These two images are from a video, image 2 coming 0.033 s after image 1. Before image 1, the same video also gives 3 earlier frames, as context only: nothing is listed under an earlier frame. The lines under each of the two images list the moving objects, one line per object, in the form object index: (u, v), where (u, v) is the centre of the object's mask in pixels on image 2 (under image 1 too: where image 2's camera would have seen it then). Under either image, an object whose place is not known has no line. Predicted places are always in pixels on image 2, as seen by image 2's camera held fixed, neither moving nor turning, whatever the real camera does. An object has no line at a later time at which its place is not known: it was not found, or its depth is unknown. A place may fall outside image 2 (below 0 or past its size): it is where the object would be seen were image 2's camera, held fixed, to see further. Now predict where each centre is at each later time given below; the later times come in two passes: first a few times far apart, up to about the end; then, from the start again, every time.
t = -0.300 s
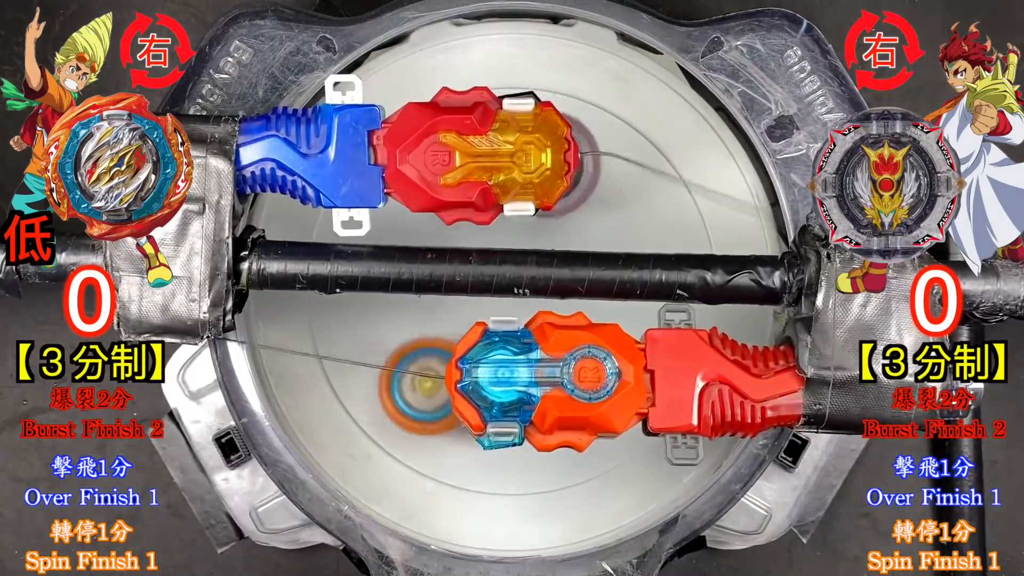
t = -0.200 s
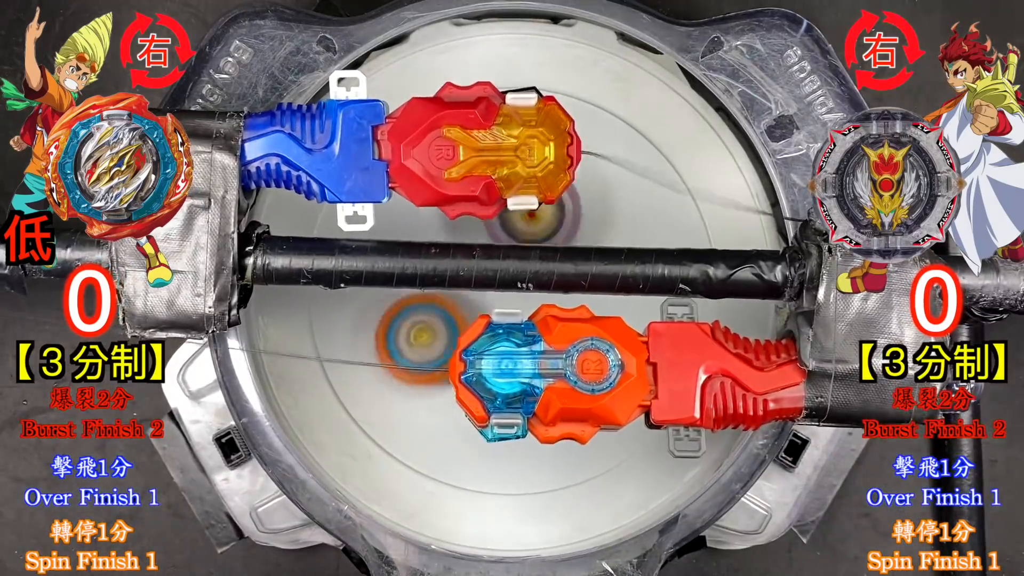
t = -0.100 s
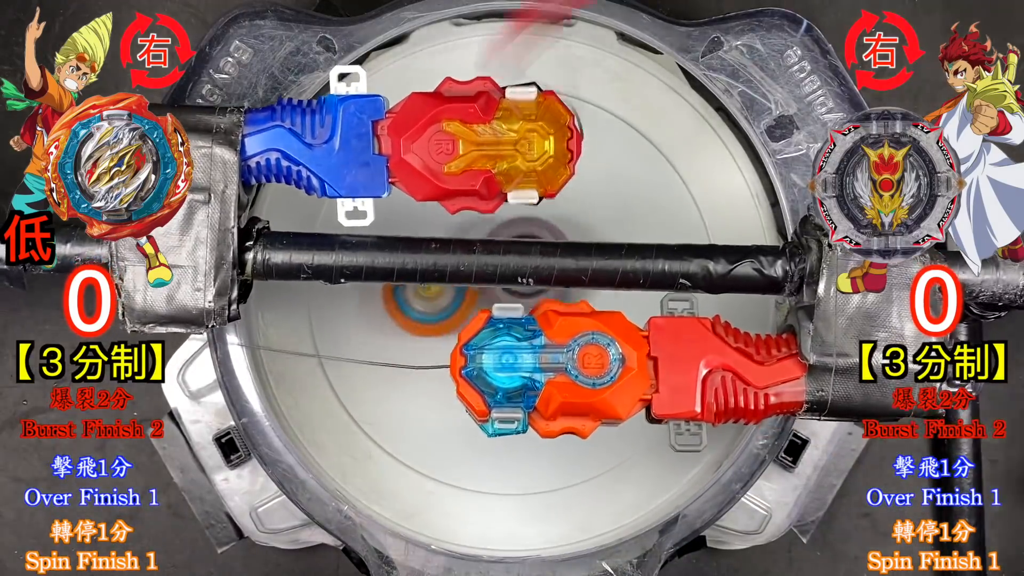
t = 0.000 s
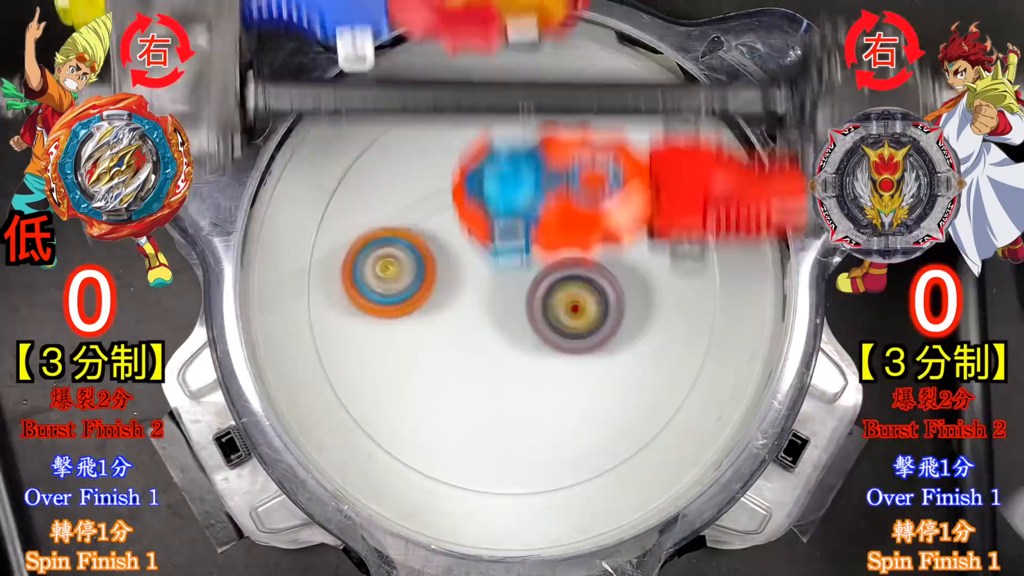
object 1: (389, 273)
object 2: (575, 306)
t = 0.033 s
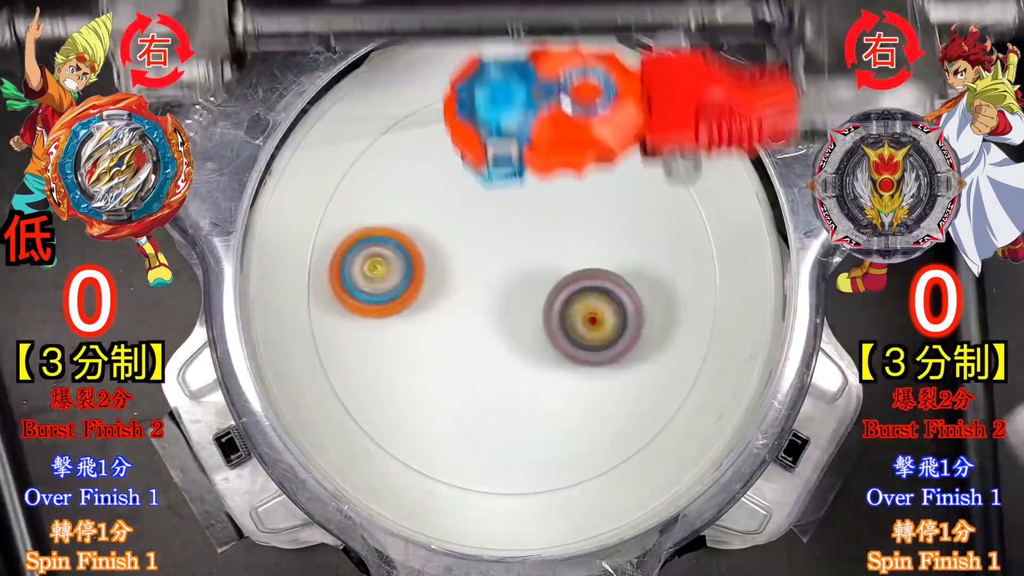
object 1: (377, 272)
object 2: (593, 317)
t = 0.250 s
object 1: (355, 344)
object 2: (664, 352)
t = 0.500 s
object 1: (491, 437)
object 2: (599, 281)
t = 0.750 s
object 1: (611, 265)
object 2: (497, 234)
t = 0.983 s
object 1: (449, 106)
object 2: (481, 317)
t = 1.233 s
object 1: (281, 257)
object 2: (585, 410)
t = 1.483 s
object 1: (570, 403)
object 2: (674, 333)
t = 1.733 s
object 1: (701, 262)
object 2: (581, 186)
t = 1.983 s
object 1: (435, 114)
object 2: (368, 299)
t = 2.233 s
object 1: (386, 475)
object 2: (488, 468)
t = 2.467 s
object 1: (604, 401)
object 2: (739, 292)
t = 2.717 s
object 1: (433, 103)
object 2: (605, 129)
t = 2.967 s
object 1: (434, 303)
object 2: (526, 272)
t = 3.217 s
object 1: (548, 408)
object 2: (664, 299)
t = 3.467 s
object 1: (597, 321)
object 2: (570, 216)
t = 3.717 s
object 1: (527, 263)
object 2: (427, 295)
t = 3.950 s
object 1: (471, 356)
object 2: (567, 394)
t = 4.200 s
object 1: (450, 283)
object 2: (479, 394)
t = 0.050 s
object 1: (371, 274)
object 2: (602, 324)
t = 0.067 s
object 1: (367, 275)
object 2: (609, 330)
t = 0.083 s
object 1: (363, 278)
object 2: (618, 334)
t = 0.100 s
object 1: (359, 281)
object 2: (626, 338)
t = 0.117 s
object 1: (356, 285)
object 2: (633, 343)
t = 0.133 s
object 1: (354, 290)
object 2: (640, 346)
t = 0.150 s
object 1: (352, 296)
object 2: (646, 348)
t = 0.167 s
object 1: (351, 302)
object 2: (651, 350)
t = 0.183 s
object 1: (350, 310)
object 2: (655, 352)
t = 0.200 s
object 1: (351, 317)
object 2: (659, 352)
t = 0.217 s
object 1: (351, 326)
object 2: (662, 352)
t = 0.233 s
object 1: (353, 335)
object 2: (664, 352)
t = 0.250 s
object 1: (355, 344)
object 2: (664, 352)
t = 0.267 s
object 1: (359, 352)
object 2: (665, 350)
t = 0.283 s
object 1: (363, 361)
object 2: (664, 348)
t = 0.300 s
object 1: (368, 370)
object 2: (662, 345)
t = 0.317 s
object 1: (375, 379)
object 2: (660, 342)
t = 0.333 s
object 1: (382, 387)
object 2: (657, 339)
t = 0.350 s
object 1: (389, 395)
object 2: (653, 335)
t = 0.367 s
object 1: (398, 403)
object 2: (649, 330)
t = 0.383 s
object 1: (407, 410)
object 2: (644, 325)
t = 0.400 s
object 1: (417, 417)
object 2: (639, 320)
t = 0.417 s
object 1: (428, 423)
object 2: (633, 314)
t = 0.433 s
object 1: (439, 429)
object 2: (627, 308)
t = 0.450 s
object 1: (451, 433)
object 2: (621, 302)
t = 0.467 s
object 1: (464, 436)
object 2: (614, 295)
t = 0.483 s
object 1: (478, 437)
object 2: (607, 288)
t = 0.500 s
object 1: (491, 437)
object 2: (599, 281)
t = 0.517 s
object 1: (505, 435)
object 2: (592, 275)
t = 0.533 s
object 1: (519, 432)
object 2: (584, 268)
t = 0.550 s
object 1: (532, 427)
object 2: (576, 262)
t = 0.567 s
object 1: (546, 420)
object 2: (569, 256)
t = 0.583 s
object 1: (558, 411)
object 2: (561, 251)
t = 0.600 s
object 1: (569, 400)
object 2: (553, 247)
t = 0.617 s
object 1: (579, 388)
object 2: (546, 243)
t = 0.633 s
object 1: (587, 375)
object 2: (539, 240)
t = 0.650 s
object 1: (594, 361)
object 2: (532, 237)
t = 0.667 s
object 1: (600, 347)
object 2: (526, 236)
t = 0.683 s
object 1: (605, 332)
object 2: (520, 234)
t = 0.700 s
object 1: (608, 316)
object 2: (514, 233)
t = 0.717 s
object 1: (611, 299)
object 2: (509, 233)
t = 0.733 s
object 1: (611, 282)
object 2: (503, 233)
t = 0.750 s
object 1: (611, 265)
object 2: (497, 234)
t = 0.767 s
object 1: (609, 247)
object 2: (492, 236)
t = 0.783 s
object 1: (604, 228)
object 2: (487, 239)
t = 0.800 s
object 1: (598, 210)
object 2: (483, 243)
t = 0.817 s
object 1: (590, 193)
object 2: (480, 247)
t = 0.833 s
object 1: (581, 177)
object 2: (477, 253)
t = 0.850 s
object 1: (571, 160)
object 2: (476, 258)
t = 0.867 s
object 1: (559, 145)
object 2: (475, 264)
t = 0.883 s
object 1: (547, 131)
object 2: (474, 271)
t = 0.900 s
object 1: (533, 118)
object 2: (474, 277)
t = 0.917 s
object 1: (518, 113)
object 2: (475, 284)
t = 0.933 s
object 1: (500, 109)
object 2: (475, 292)
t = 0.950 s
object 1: (483, 107)
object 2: (476, 299)
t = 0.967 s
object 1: (466, 106)
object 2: (478, 308)
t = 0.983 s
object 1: (449, 106)
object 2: (481, 317)
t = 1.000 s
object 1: (432, 107)
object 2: (485, 326)
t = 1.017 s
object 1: (417, 110)
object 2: (491, 334)
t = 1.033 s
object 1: (402, 113)
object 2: (496, 341)
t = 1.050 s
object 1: (385, 118)
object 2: (501, 349)
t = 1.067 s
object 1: (369, 126)
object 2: (506, 356)
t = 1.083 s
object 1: (353, 134)
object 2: (513, 363)
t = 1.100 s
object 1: (338, 143)
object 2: (520, 370)
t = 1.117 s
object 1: (324, 156)
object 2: (527, 379)
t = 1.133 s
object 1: (313, 168)
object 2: (535, 386)
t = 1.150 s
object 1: (301, 181)
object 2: (543, 392)
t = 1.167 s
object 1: (289, 197)
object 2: (552, 396)
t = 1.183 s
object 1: (281, 214)
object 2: (560, 400)
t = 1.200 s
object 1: (275, 232)
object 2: (568, 404)
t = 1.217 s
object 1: (273, 248)
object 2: (576, 407)
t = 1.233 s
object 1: (281, 257)
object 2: (585, 410)
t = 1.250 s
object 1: (292, 267)
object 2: (594, 412)
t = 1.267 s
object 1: (311, 279)
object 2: (603, 412)
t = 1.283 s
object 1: (330, 291)
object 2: (612, 410)
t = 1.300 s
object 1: (351, 303)
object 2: (619, 408)
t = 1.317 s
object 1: (372, 314)
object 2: (626, 406)
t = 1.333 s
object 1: (391, 327)
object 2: (633, 403)
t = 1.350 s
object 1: (412, 340)
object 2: (641, 399)
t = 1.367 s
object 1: (433, 352)
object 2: (648, 393)
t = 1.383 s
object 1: (455, 362)
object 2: (654, 386)
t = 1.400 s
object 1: (475, 372)
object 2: (658, 379)
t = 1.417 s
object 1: (494, 382)
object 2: (663, 372)
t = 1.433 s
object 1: (514, 390)
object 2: (667, 364)
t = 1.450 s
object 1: (535, 396)
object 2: (671, 354)
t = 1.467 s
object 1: (553, 399)
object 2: (673, 344)
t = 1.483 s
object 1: (570, 403)
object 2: (674, 333)
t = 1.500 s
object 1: (588, 404)
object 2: (675, 323)
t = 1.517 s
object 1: (606, 403)
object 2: (676, 312)
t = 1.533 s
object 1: (622, 400)
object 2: (677, 300)
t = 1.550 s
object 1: (635, 396)
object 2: (676, 287)
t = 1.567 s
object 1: (649, 391)
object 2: (673, 274)
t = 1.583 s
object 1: (662, 384)
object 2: (669, 263)
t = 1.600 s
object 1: (672, 374)
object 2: (665, 251)
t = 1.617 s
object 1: (681, 365)
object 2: (660, 239)
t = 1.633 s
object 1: (689, 355)
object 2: (652, 227)
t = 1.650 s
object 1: (696, 341)
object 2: (643, 217)
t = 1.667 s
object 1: (700, 327)
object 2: (633, 209)
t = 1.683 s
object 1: (703, 312)
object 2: (622, 201)
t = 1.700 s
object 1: (705, 297)
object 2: (610, 194)
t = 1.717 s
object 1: (704, 279)
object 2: (595, 189)
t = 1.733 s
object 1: (701, 262)
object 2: (581, 186)
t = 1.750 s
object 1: (696, 245)
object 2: (567, 185)
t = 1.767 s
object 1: (690, 226)
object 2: (552, 184)
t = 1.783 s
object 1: (680, 208)
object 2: (536, 184)
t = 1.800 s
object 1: (669, 190)
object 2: (518, 187)
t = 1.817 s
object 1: (657, 173)
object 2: (503, 192)
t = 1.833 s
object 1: (642, 154)
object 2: (487, 197)
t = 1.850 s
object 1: (625, 139)
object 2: (472, 202)
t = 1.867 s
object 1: (607, 124)
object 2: (455, 210)
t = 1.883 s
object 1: (587, 109)
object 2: (440, 220)
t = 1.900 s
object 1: (563, 100)
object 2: (426, 230)
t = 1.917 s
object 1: (538, 94)
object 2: (414, 241)
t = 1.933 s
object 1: (513, 93)
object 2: (400, 254)
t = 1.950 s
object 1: (485, 95)
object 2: (387, 269)
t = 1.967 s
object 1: (459, 103)
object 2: (377, 284)
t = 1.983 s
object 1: (435, 114)
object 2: (368, 299)
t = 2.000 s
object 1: (407, 125)
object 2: (359, 314)
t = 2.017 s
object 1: (383, 141)
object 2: (351, 332)
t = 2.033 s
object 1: (361, 160)
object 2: (346, 349)
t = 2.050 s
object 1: (340, 180)
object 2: (342, 366)
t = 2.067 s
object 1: (321, 205)
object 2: (339, 382)
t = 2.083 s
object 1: (304, 231)
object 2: (341, 397)
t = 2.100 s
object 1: (288, 256)
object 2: (353, 407)
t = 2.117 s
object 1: (280, 285)
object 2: (365, 417)
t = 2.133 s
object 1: (283, 315)
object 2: (376, 425)
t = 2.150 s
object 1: (293, 344)
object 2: (390, 435)
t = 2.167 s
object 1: (307, 377)
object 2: (405, 442)
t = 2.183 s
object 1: (323, 409)
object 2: (421, 448)
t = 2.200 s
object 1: (338, 436)
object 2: (439, 455)
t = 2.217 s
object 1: (358, 459)
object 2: (463, 463)
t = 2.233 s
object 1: (386, 475)
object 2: (488, 468)
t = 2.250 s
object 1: (411, 490)
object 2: (514, 473)
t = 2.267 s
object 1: (438, 503)
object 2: (543, 479)
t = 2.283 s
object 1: (464, 512)
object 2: (574, 481)
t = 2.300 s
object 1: (491, 527)
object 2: (602, 479)
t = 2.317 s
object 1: (519, 532)
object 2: (630, 477)
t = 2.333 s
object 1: (548, 537)
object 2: (656, 469)
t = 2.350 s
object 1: (576, 536)
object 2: (675, 454)
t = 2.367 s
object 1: (605, 538)
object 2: (689, 433)
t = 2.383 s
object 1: (620, 530)
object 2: (703, 410)
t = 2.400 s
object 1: (617, 507)
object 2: (713, 385)
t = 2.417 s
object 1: (614, 480)
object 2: (723, 363)
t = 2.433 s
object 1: (610, 454)
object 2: (730, 338)
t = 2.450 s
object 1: (606, 425)
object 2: (735, 315)
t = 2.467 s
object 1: (604, 401)
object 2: (739, 292)
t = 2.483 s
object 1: (599, 372)
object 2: (740, 268)
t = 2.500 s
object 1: (596, 347)
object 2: (739, 247)
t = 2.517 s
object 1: (589, 321)
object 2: (737, 224)
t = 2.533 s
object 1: (585, 296)
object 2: (731, 203)
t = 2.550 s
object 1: (578, 273)
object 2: (726, 183)
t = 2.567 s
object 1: (573, 249)
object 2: (716, 163)
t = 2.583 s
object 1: (565, 229)
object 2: (705, 147)
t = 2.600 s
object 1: (558, 207)
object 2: (693, 130)
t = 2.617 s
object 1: (550, 190)
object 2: (679, 114)
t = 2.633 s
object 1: (541, 171)
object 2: (665, 101)
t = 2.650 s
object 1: (532, 155)
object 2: (649, 97)
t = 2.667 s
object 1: (520, 138)
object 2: (628, 103)
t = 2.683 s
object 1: (510, 124)
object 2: (607, 109)
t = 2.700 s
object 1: (475, 113)
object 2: (602, 119)
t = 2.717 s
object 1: (433, 103)
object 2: (605, 129)
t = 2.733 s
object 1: (389, 97)
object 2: (606, 138)
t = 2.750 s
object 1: (354, 101)
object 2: (604, 148)
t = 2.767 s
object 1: (306, 94)
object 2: (603, 159)
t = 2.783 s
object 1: (265, 93)
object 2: (599, 169)
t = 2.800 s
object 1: (246, 119)
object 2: (595, 181)
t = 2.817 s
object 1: (250, 159)
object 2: (589, 191)
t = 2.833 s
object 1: (255, 191)
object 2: (582, 203)
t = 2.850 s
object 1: (266, 230)
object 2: (576, 212)
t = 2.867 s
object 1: (274, 241)
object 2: (566, 222)
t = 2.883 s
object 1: (291, 248)
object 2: (559, 231)
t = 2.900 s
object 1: (322, 259)
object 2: (550, 239)
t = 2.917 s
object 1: (351, 271)
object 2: (543, 248)
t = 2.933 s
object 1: (380, 281)
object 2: (535, 255)
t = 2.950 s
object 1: (410, 291)
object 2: (528, 265)
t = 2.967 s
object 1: (434, 303)
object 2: (526, 272)
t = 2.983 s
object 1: (437, 316)
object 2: (543, 276)
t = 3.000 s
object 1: (441, 330)
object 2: (559, 281)
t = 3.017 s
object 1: (444, 342)
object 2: (573, 284)
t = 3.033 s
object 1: (448, 352)
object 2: (587, 290)
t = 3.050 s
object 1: (454, 362)
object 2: (600, 293)
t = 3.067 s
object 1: (461, 372)
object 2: (612, 298)
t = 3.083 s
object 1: (467, 381)
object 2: (622, 299)
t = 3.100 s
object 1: (475, 388)
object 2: (631, 303)
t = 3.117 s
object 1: (484, 394)
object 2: (639, 303)
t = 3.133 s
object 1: (494, 400)
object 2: (647, 306)
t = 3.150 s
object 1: (504, 404)
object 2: (653, 305)
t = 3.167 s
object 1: (514, 407)
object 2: (657, 305)
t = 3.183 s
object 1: (526, 407)
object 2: (661, 303)
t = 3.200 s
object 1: (538, 408)
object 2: (663, 302)
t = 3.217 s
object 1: (548, 408)
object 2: (664, 299)
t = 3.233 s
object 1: (558, 404)
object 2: (664, 297)
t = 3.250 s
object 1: (568, 401)
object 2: (662, 292)
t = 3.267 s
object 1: (578, 396)
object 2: (660, 289)
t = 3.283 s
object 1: (585, 392)
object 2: (656, 284)
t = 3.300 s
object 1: (592, 385)
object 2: (651, 281)
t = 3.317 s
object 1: (598, 377)
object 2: (645, 275)
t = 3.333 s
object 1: (603, 368)
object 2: (639, 271)
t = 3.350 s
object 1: (605, 362)
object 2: (631, 264)
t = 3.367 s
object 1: (605, 357)
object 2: (625, 256)
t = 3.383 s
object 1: (605, 352)
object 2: (618, 246)
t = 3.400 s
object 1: (605, 347)
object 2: (610, 239)
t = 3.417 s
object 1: (604, 342)
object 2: (600, 231)
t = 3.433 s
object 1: (602, 336)
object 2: (592, 226)
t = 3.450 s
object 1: (600, 329)
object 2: (580, 220)
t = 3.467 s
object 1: (597, 321)
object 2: (570, 216)
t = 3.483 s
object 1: (596, 314)
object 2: (557, 214)
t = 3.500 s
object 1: (593, 309)
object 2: (546, 213)
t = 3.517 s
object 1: (588, 303)
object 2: (532, 213)
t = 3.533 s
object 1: (584, 298)
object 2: (522, 214)
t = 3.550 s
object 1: (580, 292)
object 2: (508, 216)
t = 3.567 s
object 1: (577, 288)
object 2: (497, 219)
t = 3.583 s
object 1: (572, 284)
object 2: (485, 224)
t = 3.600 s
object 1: (567, 280)
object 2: (476, 229)
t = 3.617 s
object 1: (561, 276)
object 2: (465, 237)
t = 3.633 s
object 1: (557, 273)
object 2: (457, 244)
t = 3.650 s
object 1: (552, 270)
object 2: (448, 253)
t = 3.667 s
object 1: (546, 269)
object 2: (442, 262)
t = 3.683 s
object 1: (539, 267)
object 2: (436, 273)
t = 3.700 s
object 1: (533, 265)
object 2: (431, 283)
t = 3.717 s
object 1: (527, 263)
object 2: (427, 295)
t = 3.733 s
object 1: (522, 264)
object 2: (424, 305)
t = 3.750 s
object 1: (515, 265)
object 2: (422, 317)
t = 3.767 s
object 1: (508, 265)
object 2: (421, 328)
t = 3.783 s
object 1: (503, 265)
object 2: (422, 340)
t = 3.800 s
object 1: (497, 266)
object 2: (422, 352)
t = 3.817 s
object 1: (492, 269)
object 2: (425, 362)
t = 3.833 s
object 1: (485, 273)
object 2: (427, 374)
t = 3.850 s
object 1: (480, 275)
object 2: (431, 384)
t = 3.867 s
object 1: (474, 278)
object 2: (436, 395)
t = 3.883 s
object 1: (470, 282)
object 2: (442, 402)
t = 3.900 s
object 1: (456, 300)
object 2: (471, 426)
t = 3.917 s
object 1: (450, 322)
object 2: (506, 430)
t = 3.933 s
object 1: (456, 342)
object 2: (539, 418)
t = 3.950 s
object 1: (471, 356)
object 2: (567, 394)
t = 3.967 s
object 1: (487, 362)
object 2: (591, 365)
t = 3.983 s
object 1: (489, 361)
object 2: (615, 333)
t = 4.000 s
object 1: (494, 357)
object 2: (616, 296)
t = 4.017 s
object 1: (499, 351)
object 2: (596, 262)
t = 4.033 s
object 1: (502, 345)
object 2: (558, 236)
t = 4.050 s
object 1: (503, 338)
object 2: (516, 229)
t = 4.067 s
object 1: (503, 329)
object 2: (476, 237)
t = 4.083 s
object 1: (503, 322)
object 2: (437, 254)
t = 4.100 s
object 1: (504, 317)
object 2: (409, 274)
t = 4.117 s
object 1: (501, 307)
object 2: (391, 303)
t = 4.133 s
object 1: (491, 297)
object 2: (390, 335)
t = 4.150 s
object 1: (480, 287)
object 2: (400, 366)
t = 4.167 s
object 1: (467, 281)
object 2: (423, 387)
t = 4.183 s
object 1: (457, 280)
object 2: (450, 399)
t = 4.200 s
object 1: (450, 283)
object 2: (479, 394)
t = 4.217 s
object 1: (446, 292)
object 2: (511, 381)
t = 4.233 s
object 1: (448, 302)
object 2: (536, 354)
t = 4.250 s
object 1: (454, 310)
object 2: (549, 319)
